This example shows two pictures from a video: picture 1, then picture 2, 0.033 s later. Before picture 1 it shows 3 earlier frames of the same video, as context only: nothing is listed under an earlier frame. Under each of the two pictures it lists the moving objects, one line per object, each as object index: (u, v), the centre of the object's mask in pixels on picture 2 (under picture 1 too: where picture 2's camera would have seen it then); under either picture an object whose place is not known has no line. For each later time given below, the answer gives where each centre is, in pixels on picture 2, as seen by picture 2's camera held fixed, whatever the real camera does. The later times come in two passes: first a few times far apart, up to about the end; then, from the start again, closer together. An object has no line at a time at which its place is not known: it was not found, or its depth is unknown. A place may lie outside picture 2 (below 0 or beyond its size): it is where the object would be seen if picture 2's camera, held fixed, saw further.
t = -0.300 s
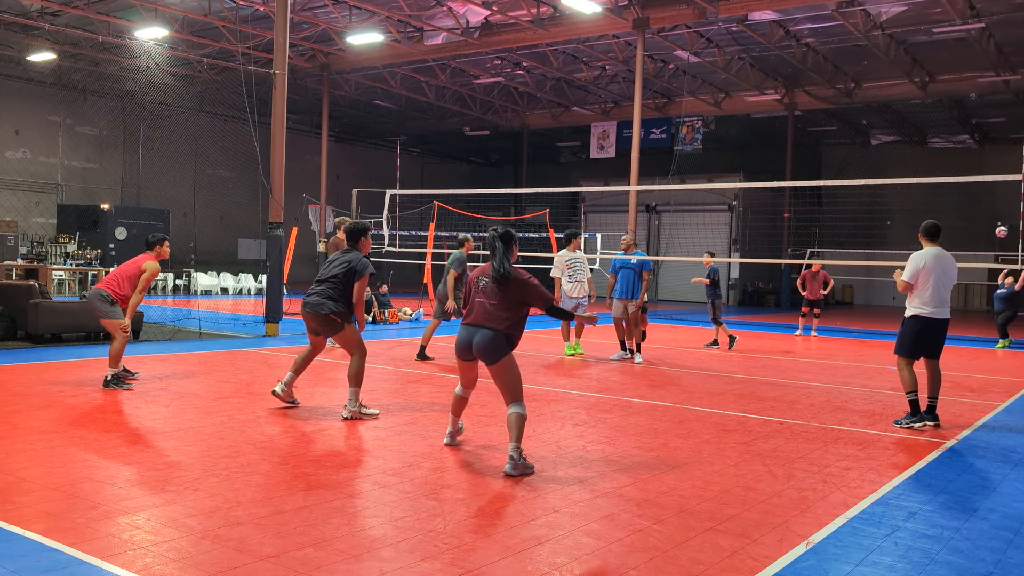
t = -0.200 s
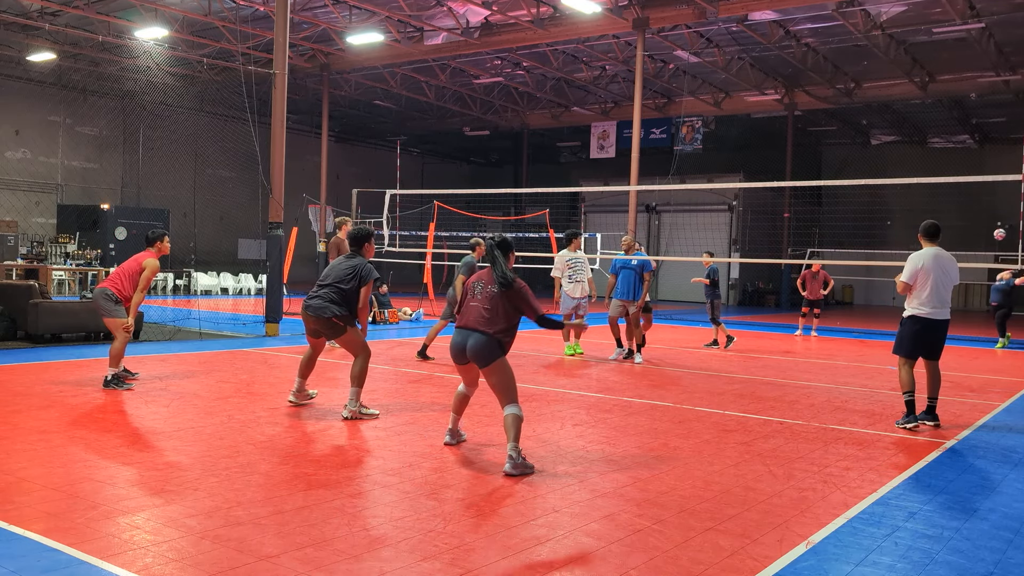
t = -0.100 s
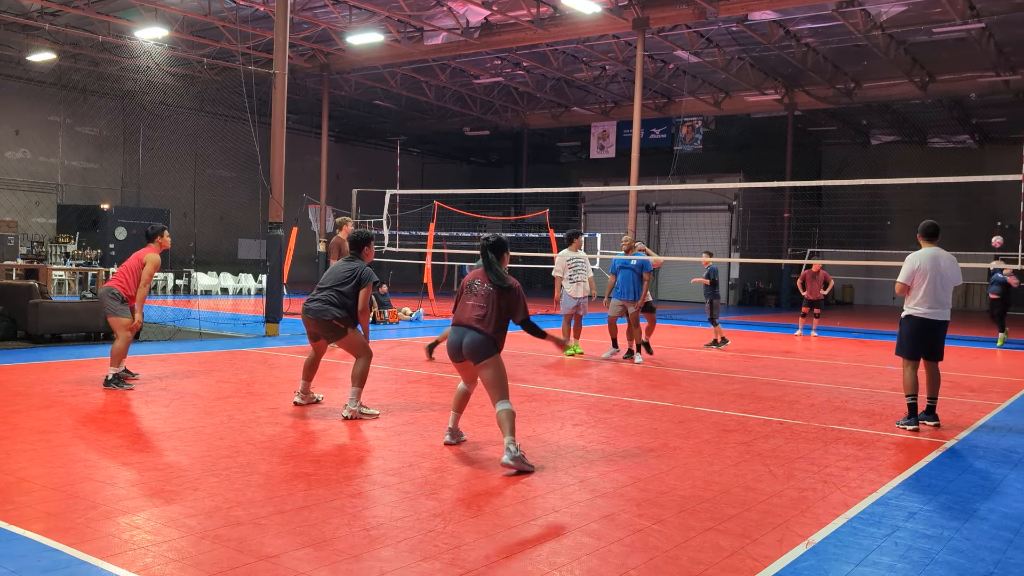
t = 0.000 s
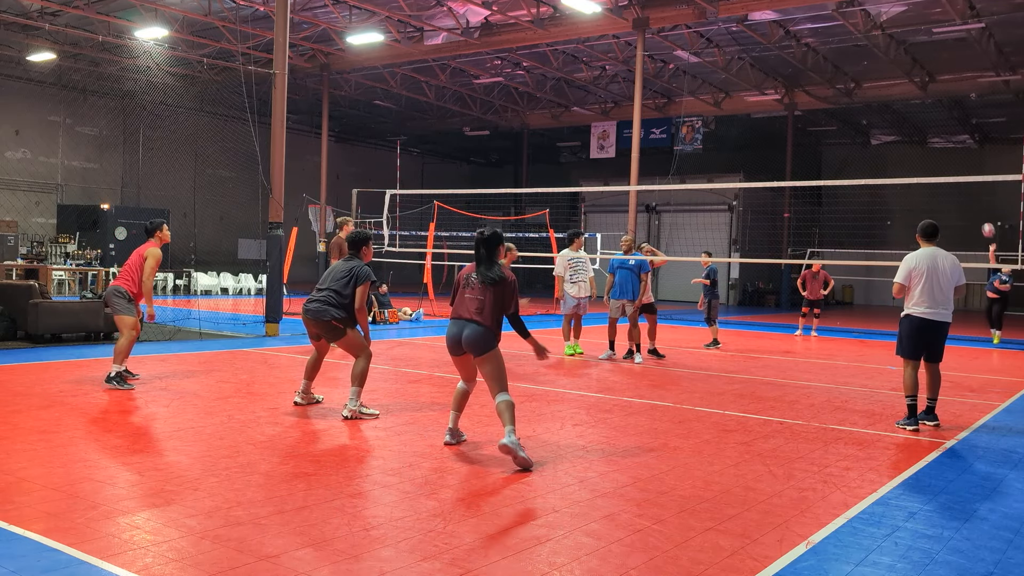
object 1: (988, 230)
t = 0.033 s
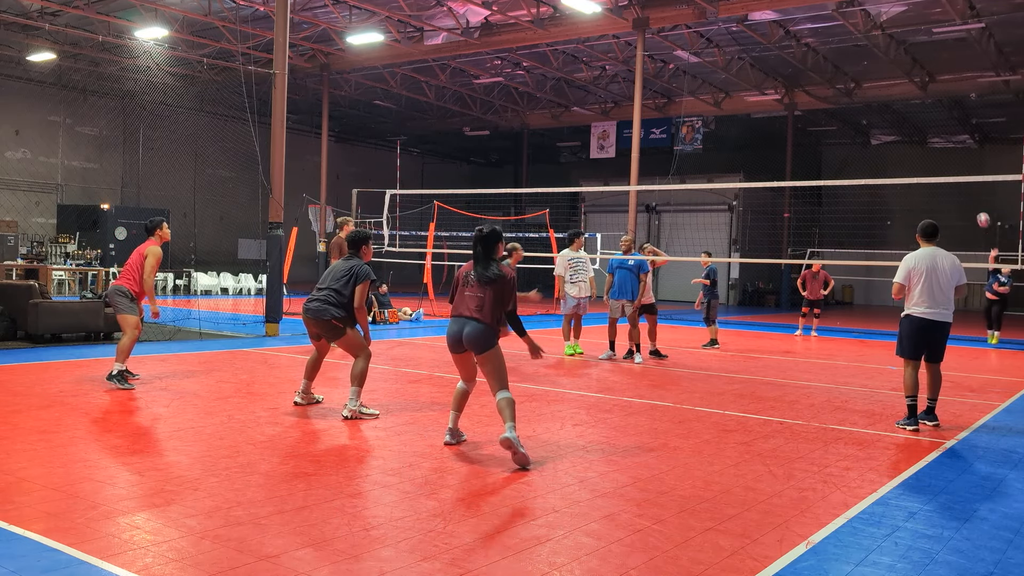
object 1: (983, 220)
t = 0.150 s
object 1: (965, 187)
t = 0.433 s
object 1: (913, 126)
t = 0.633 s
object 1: (870, 107)
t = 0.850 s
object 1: (817, 117)
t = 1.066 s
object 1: (750, 172)
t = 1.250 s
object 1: (682, 261)
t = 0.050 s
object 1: (981, 215)
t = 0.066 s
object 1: (978, 210)
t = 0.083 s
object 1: (976, 205)
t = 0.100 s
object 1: (973, 200)
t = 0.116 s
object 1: (970, 195)
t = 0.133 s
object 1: (968, 191)
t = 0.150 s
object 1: (965, 187)
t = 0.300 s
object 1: (939, 149)
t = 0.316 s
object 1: (936, 146)
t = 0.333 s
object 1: (933, 143)
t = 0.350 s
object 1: (930, 139)
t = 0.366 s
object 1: (926, 136)
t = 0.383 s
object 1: (924, 134)
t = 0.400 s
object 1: (920, 131)
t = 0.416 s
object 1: (917, 128)
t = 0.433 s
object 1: (913, 126)
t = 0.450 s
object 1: (910, 123)
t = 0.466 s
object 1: (907, 121)
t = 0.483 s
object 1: (903, 119)
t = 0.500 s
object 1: (899, 117)
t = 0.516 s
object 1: (896, 115)
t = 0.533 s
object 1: (892, 113)
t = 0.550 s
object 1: (889, 112)
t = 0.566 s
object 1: (885, 111)
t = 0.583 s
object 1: (882, 109)
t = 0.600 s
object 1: (878, 108)
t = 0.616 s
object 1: (874, 108)
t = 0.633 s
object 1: (870, 107)
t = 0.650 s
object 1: (866, 106)
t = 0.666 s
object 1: (862, 106)
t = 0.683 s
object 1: (858, 106)
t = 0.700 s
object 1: (854, 106)
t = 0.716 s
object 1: (850, 106)
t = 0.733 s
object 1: (846, 107)
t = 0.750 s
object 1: (843, 107)
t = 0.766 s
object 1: (838, 109)
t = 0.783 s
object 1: (834, 110)
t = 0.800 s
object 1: (830, 111)
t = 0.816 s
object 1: (826, 113)
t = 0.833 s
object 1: (821, 115)
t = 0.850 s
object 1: (817, 117)
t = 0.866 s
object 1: (812, 120)
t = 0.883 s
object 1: (808, 122)
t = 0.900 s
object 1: (803, 126)
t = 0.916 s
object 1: (798, 129)
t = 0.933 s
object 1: (793, 133)
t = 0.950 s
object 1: (788, 137)
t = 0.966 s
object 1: (783, 141)
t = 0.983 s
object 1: (778, 145)
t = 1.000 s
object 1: (772, 150)
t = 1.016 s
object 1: (767, 155)
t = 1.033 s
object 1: (761, 161)
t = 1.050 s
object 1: (755, 167)
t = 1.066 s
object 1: (750, 172)
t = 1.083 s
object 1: (744, 178)
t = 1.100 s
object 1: (738, 185)
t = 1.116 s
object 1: (732, 192)
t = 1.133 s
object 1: (727, 200)
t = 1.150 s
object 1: (721, 207)
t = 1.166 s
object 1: (714, 215)
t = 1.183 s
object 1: (708, 224)
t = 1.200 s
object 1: (702, 232)
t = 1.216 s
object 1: (695, 242)
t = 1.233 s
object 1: (689, 250)
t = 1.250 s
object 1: (682, 261)
